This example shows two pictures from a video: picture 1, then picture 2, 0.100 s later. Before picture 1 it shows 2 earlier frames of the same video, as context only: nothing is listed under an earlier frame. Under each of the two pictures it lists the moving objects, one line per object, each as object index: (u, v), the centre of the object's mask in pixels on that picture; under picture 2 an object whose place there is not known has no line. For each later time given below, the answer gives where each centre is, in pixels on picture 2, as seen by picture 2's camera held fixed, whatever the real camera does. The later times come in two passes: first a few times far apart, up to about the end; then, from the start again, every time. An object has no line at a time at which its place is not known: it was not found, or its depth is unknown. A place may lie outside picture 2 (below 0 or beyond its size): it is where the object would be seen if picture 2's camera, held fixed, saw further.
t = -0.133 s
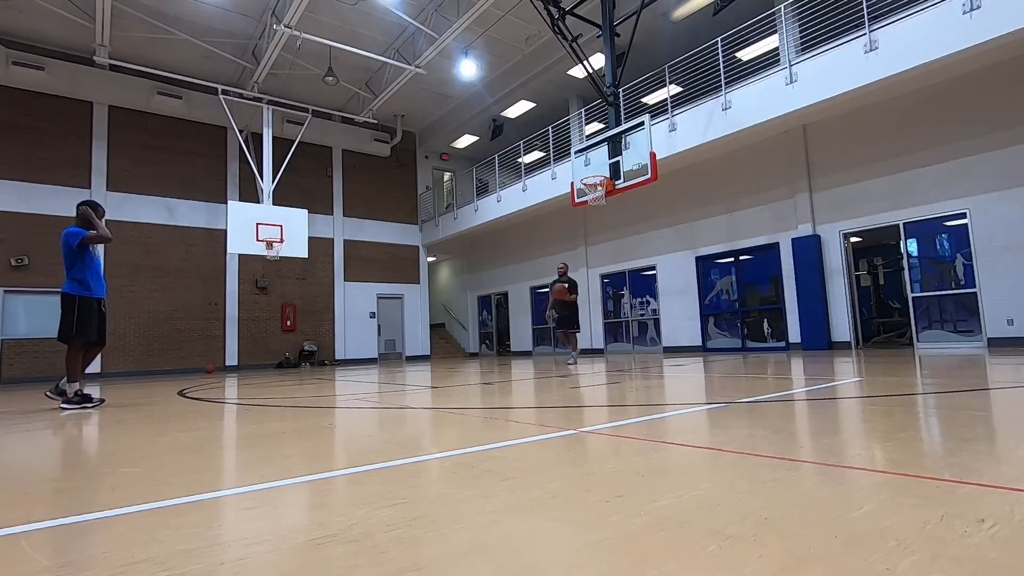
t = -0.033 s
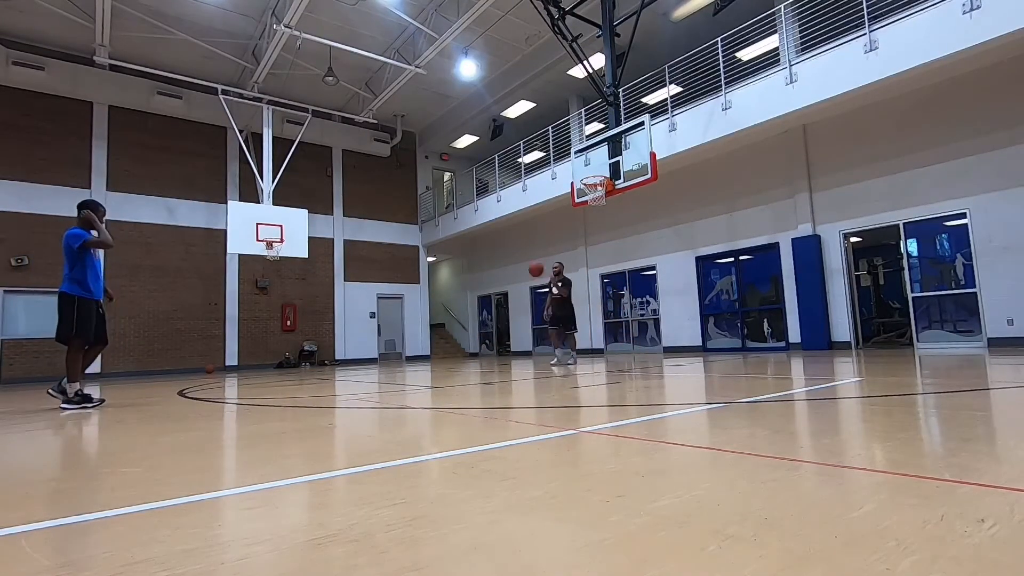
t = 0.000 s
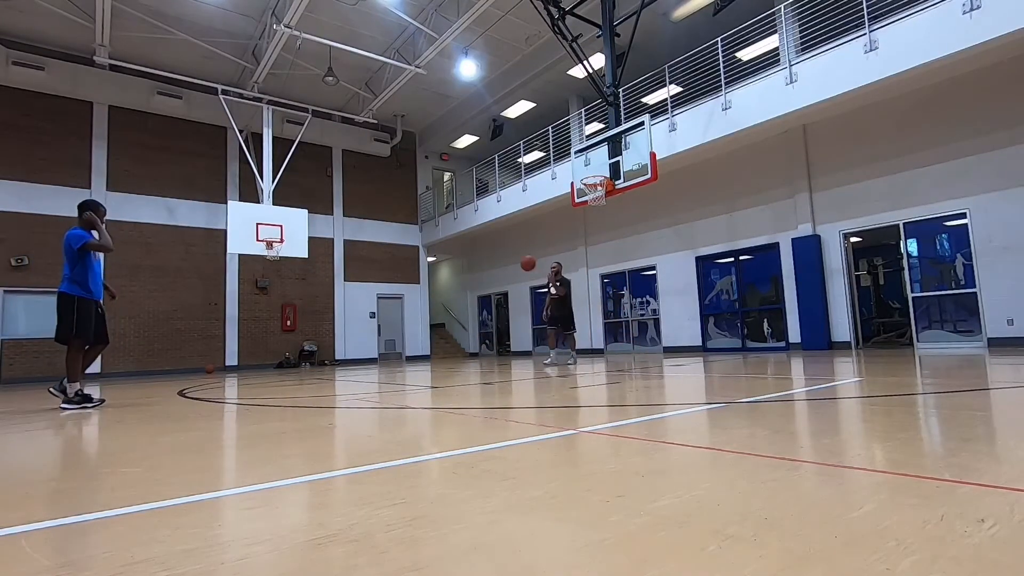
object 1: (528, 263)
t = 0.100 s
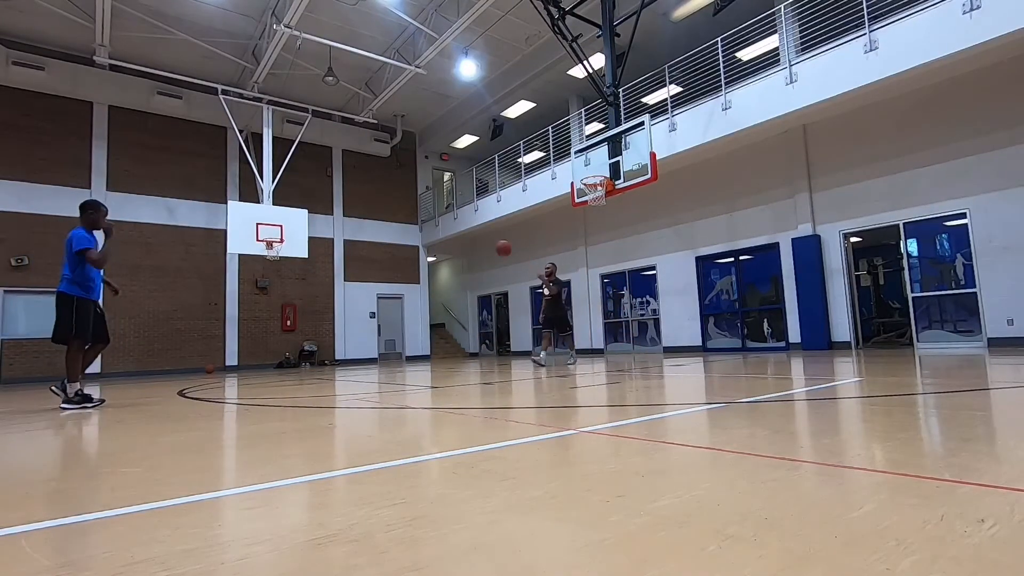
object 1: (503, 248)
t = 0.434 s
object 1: (415, 247)
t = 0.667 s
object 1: (341, 299)
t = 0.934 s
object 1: (253, 346)
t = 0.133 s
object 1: (495, 245)
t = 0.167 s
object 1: (486, 242)
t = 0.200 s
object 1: (477, 240)
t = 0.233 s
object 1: (469, 239)
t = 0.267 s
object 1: (460, 239)
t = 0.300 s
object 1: (451, 239)
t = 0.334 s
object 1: (442, 239)
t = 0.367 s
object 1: (433, 241)
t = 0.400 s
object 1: (423, 244)
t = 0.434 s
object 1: (415, 247)
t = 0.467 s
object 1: (404, 252)
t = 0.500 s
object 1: (394, 255)
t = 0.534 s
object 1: (384, 262)
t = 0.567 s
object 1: (374, 269)
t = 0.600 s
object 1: (363, 278)
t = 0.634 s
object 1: (352, 288)
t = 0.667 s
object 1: (341, 299)
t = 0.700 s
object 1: (331, 310)
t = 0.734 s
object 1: (318, 323)
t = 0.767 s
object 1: (306, 338)
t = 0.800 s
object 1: (295, 354)
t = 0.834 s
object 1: (283, 370)
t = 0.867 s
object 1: (272, 371)
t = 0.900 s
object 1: (262, 359)
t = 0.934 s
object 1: (253, 346)
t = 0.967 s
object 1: (242, 336)
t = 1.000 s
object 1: (232, 326)
